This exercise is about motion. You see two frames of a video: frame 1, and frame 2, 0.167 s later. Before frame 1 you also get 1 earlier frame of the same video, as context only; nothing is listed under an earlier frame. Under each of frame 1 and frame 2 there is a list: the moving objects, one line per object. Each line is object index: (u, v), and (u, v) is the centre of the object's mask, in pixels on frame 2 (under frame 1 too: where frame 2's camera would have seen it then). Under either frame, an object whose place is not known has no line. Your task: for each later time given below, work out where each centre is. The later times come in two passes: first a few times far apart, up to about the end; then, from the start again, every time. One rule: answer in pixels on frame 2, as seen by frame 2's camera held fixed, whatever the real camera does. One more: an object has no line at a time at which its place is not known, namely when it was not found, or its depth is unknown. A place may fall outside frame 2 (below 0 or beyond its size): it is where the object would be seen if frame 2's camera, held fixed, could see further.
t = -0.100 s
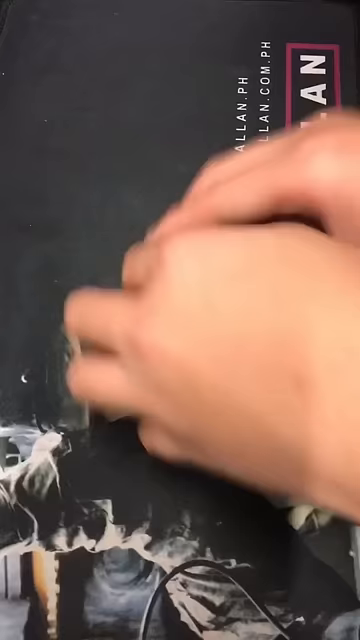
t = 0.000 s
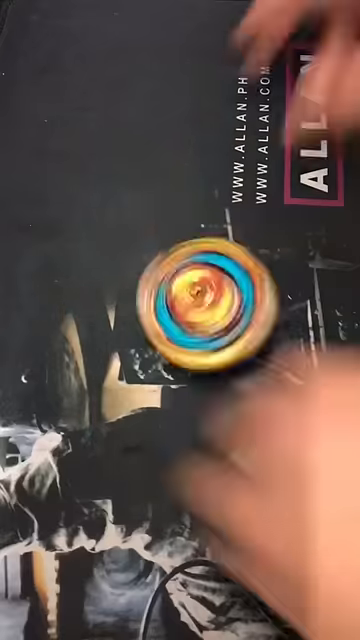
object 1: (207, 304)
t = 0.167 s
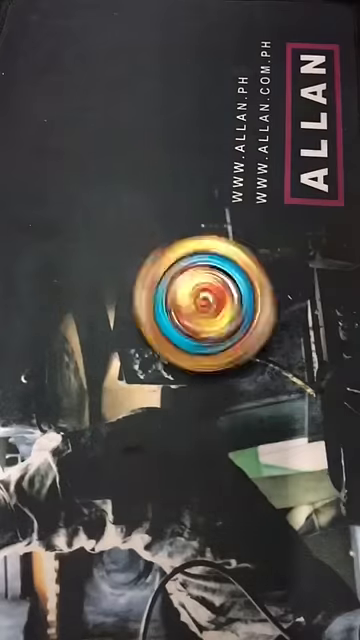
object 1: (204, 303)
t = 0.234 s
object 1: (207, 303)
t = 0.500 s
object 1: (205, 305)
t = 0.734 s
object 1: (203, 328)
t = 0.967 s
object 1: (160, 340)
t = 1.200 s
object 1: (188, 312)
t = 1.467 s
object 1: (175, 347)
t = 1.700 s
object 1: (157, 326)
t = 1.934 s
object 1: (175, 309)
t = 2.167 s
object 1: (196, 318)
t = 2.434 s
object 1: (197, 333)
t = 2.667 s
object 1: (197, 332)
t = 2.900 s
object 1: (198, 326)
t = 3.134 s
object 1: (198, 325)
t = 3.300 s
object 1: (198, 325)
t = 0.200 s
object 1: (206, 304)
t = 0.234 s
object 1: (207, 303)
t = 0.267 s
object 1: (207, 303)
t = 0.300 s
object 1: (206, 301)
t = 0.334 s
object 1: (205, 300)
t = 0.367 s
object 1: (205, 301)
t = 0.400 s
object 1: (206, 301)
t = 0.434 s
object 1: (206, 301)
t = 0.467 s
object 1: (205, 303)
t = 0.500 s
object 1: (205, 305)
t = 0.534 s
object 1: (204, 306)
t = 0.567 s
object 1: (203, 309)
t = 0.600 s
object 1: (204, 313)
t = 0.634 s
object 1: (204, 316)
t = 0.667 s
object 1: (205, 320)
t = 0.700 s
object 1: (205, 323)
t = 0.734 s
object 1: (203, 328)
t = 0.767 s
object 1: (201, 334)
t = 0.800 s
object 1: (197, 339)
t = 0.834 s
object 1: (192, 343)
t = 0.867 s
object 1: (185, 346)
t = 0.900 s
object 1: (176, 347)
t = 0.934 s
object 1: (167, 345)
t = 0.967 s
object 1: (160, 340)
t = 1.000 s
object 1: (157, 333)
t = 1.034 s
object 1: (157, 325)
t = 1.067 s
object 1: (160, 318)
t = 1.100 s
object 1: (166, 312)
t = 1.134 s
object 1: (173, 310)
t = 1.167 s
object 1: (181, 309)
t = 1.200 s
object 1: (188, 312)
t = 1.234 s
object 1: (194, 316)
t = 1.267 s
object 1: (197, 323)
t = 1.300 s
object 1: (198, 330)
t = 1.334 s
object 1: (196, 336)
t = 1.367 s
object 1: (192, 341)
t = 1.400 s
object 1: (187, 345)
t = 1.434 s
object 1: (181, 346)
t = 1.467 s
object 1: (175, 347)
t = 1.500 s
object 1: (170, 346)
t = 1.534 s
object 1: (165, 344)
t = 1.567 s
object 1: (161, 341)
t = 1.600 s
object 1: (159, 338)
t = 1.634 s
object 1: (157, 334)
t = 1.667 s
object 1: (157, 330)
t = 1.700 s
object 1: (157, 326)
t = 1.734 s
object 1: (158, 322)
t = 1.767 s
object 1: (159, 320)
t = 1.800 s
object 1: (162, 317)
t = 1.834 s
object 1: (164, 314)
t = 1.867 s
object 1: (167, 312)
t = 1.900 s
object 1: (171, 310)
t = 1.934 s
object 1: (175, 309)
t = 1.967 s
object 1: (179, 309)
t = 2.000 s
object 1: (182, 309)
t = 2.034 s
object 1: (186, 310)
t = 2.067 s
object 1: (189, 311)
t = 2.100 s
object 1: (192, 314)
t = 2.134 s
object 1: (194, 316)
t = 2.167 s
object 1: (196, 318)
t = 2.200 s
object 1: (197, 321)
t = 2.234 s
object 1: (197, 323)
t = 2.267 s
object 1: (198, 325)
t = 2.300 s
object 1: (198, 327)
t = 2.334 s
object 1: (198, 329)
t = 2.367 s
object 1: (197, 331)
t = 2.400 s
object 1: (197, 332)
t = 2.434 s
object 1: (197, 333)
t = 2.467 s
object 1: (197, 334)
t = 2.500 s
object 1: (196, 334)
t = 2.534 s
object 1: (196, 334)
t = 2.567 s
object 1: (196, 334)
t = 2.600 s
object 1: (197, 333)
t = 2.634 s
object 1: (197, 333)
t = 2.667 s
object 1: (197, 332)
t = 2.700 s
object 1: (197, 331)
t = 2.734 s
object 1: (197, 330)
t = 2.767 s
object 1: (198, 329)
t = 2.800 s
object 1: (198, 329)
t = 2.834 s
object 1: (198, 328)
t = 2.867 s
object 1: (198, 327)
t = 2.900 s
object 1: (198, 326)
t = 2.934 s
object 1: (198, 326)
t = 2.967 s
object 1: (198, 325)
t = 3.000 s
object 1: (198, 325)
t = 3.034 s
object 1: (198, 324)
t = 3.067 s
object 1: (198, 324)
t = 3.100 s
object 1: (198, 324)
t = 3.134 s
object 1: (198, 325)
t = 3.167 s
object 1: (198, 325)
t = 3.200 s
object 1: (198, 325)
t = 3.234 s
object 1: (198, 325)
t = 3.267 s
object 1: (198, 325)
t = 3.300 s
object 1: (198, 325)
